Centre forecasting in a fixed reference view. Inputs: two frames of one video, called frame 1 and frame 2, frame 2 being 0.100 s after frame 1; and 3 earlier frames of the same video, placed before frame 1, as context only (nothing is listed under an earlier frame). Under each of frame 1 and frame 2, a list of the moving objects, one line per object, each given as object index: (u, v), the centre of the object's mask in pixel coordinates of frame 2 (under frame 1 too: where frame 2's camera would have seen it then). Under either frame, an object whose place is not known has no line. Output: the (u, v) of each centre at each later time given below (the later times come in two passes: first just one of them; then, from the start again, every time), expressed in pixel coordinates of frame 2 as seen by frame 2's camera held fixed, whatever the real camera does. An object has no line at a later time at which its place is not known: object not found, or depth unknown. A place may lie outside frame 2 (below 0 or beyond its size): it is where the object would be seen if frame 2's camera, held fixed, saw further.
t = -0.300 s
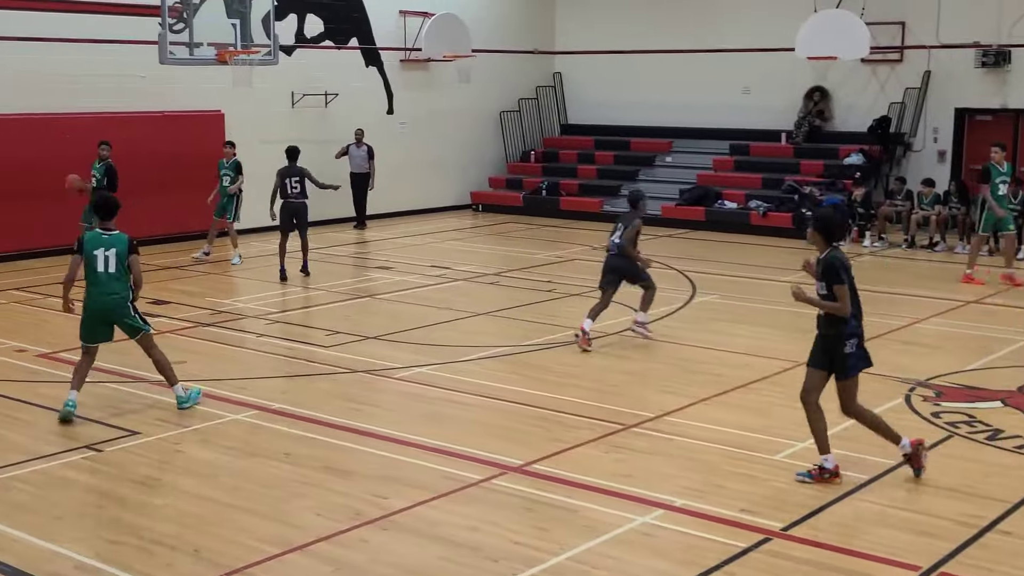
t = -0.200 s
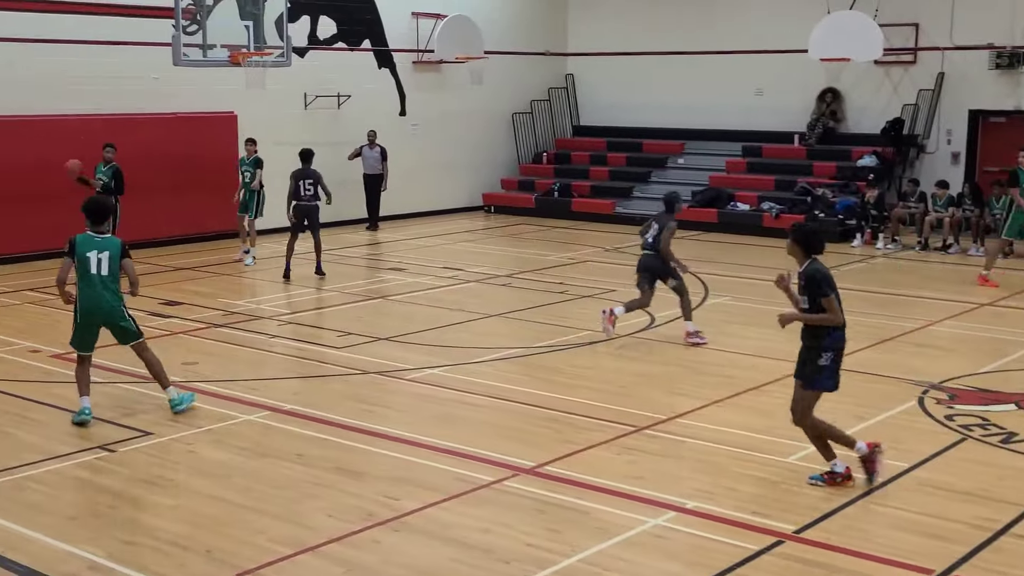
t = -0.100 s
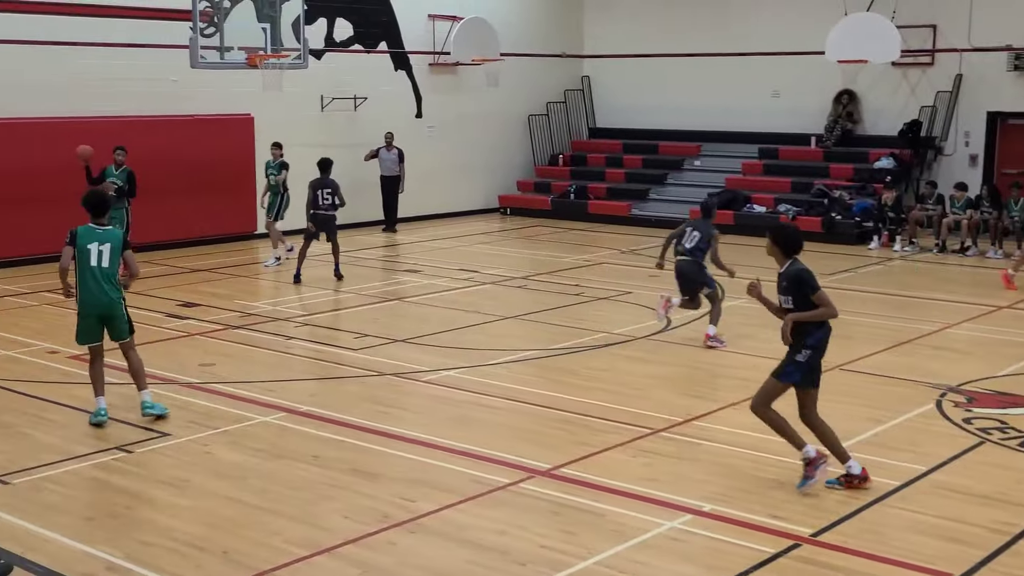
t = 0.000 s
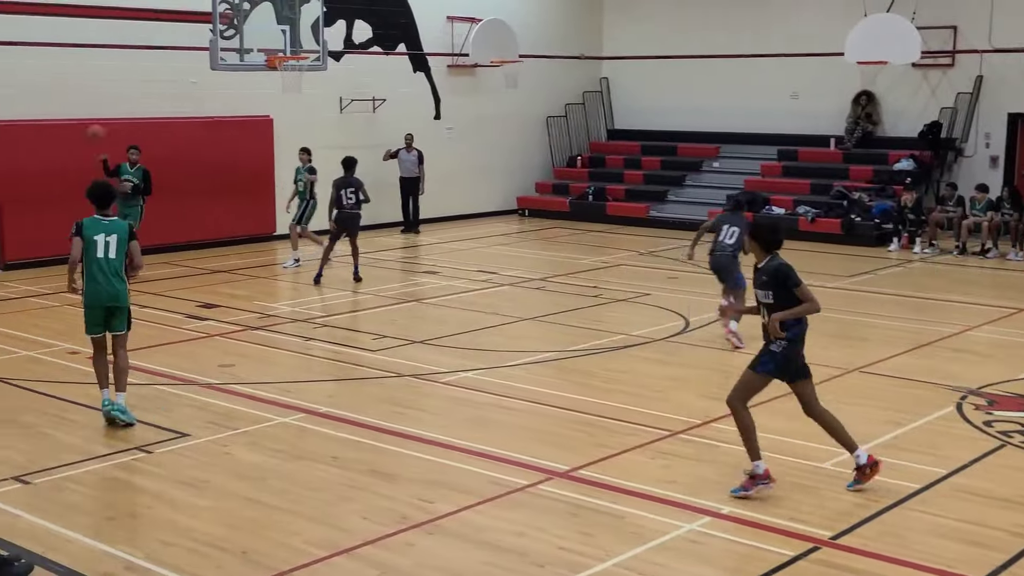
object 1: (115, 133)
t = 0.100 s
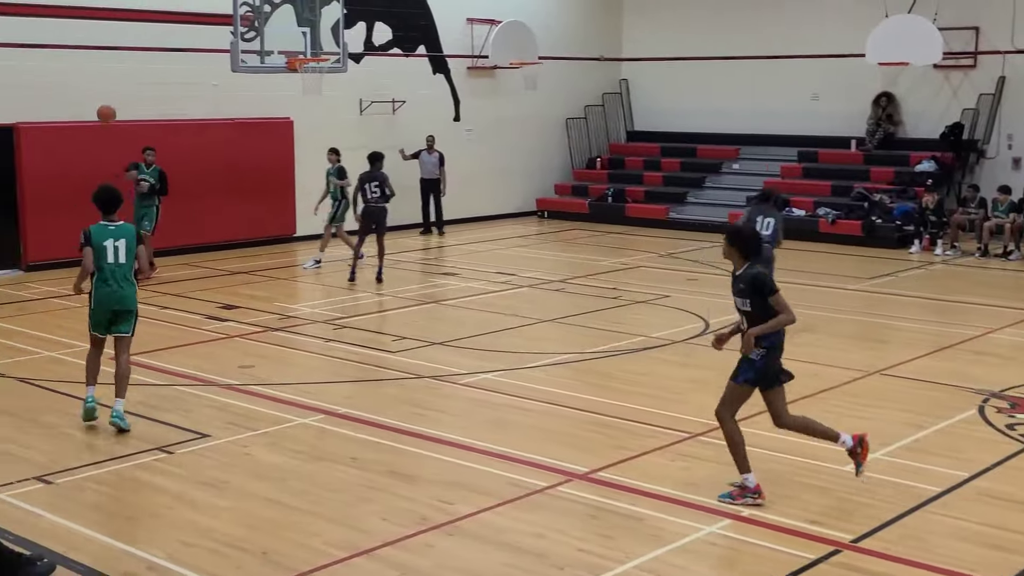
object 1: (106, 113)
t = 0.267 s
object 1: (89, 92)
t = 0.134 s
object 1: (103, 108)
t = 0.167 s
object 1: (100, 103)
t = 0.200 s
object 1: (96, 99)
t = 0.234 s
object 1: (93, 95)
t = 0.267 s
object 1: (89, 92)
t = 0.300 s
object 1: (86, 90)
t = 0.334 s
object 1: (83, 89)
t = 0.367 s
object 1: (79, 88)
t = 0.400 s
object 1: (75, 89)
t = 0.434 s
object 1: (70, 90)
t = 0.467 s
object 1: (66, 93)
